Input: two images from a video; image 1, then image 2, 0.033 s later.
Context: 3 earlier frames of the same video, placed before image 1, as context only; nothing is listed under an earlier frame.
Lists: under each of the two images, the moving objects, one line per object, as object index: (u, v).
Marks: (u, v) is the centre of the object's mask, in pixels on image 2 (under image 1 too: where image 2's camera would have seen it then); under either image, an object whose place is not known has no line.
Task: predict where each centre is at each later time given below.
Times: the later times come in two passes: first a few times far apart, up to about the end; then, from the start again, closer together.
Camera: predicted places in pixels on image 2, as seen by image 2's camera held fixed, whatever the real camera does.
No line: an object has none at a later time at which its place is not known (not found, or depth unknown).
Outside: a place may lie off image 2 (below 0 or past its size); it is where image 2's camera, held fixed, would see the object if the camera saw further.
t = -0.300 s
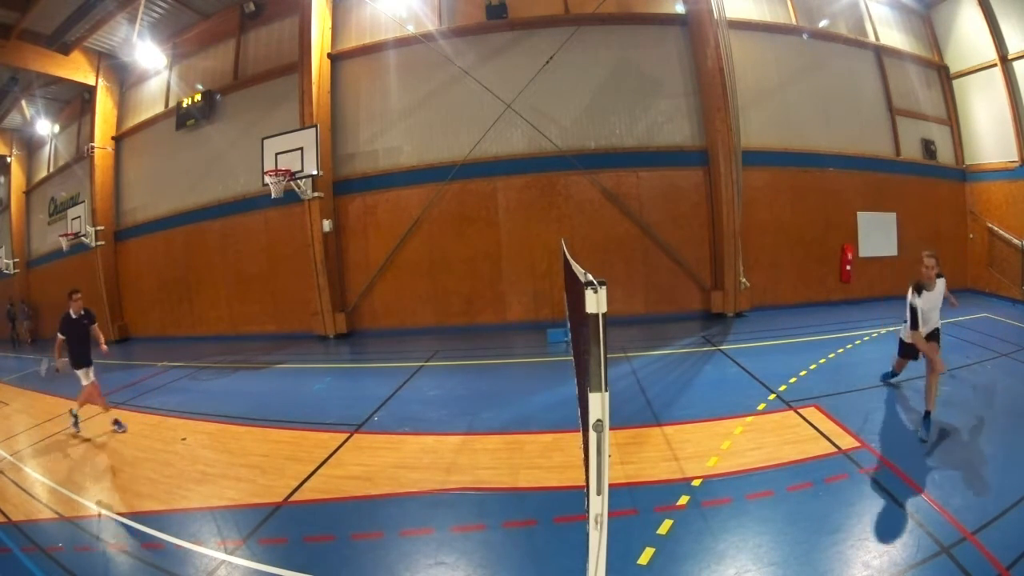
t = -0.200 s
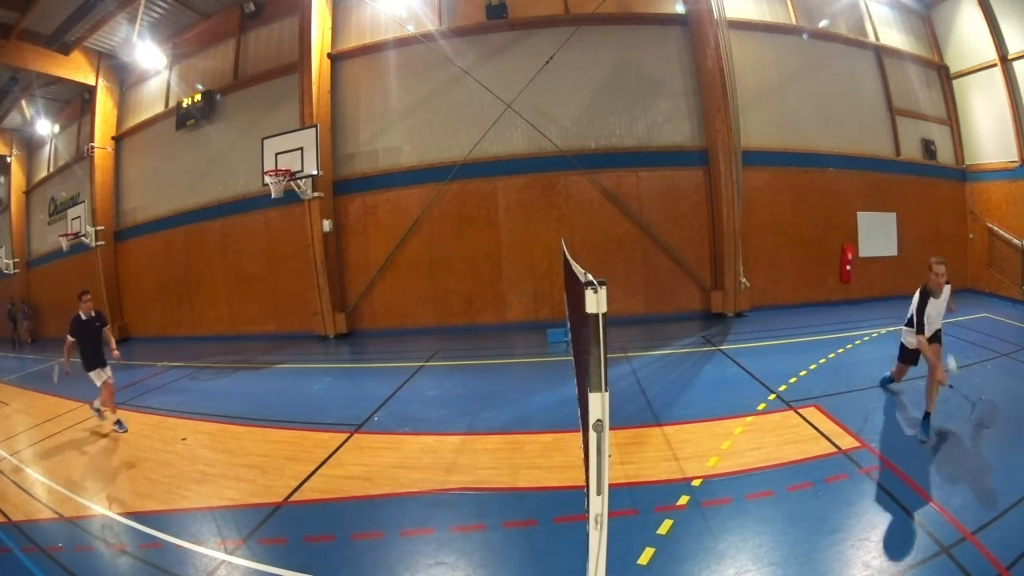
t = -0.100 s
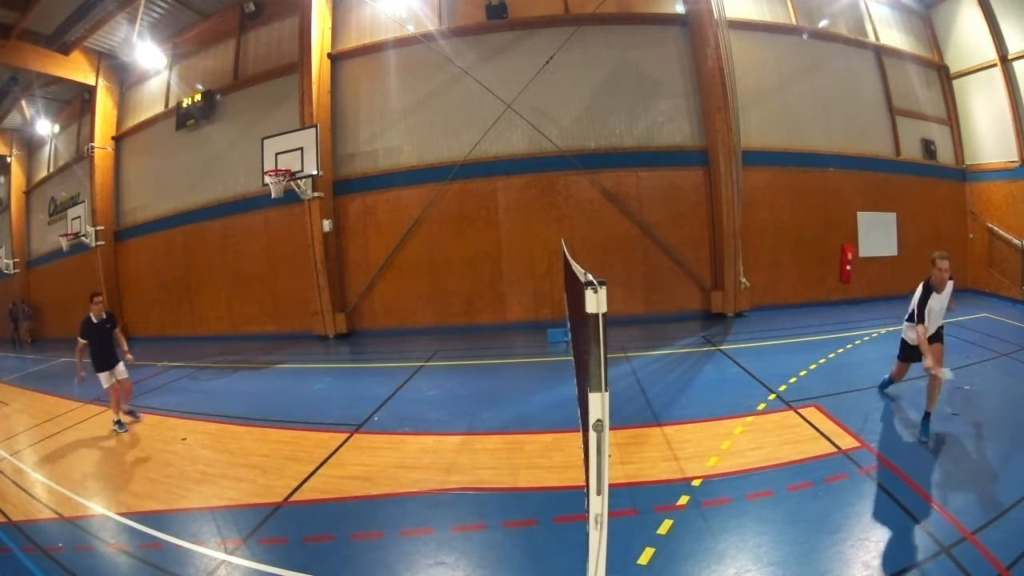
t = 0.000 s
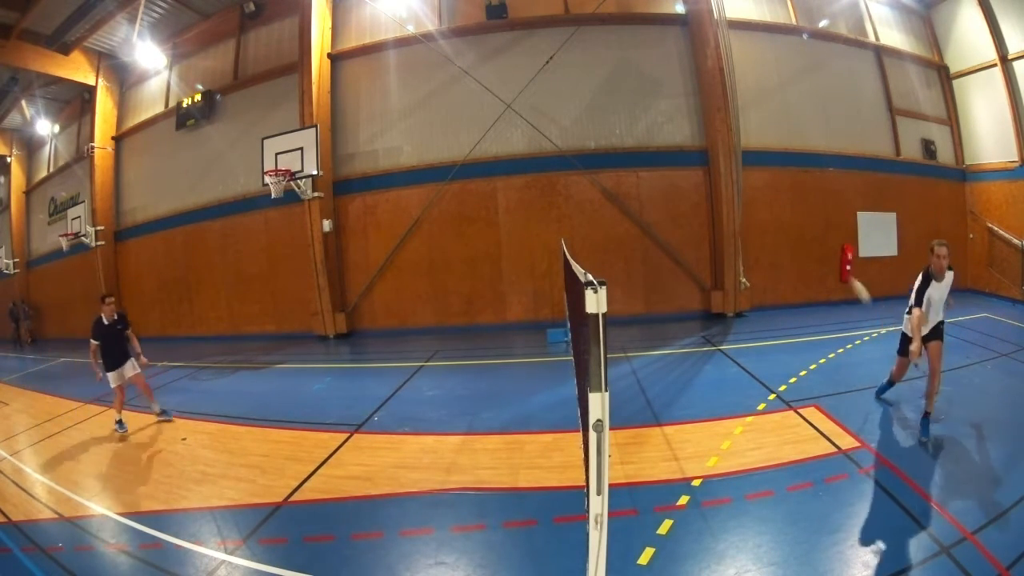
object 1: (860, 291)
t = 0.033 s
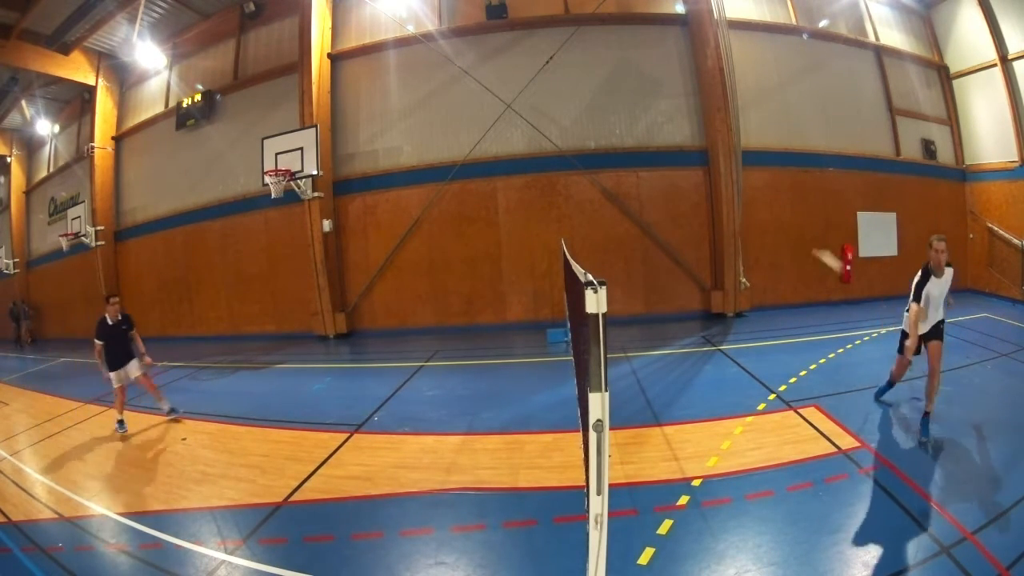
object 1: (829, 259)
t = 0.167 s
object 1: (677, 185)
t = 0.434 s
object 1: (406, 176)
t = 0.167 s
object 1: (677, 185)
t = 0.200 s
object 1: (639, 173)
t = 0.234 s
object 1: (598, 163)
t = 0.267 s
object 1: (561, 159)
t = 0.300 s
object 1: (527, 159)
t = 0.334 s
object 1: (493, 160)
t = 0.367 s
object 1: (461, 164)
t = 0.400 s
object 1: (432, 169)
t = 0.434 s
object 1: (406, 176)
